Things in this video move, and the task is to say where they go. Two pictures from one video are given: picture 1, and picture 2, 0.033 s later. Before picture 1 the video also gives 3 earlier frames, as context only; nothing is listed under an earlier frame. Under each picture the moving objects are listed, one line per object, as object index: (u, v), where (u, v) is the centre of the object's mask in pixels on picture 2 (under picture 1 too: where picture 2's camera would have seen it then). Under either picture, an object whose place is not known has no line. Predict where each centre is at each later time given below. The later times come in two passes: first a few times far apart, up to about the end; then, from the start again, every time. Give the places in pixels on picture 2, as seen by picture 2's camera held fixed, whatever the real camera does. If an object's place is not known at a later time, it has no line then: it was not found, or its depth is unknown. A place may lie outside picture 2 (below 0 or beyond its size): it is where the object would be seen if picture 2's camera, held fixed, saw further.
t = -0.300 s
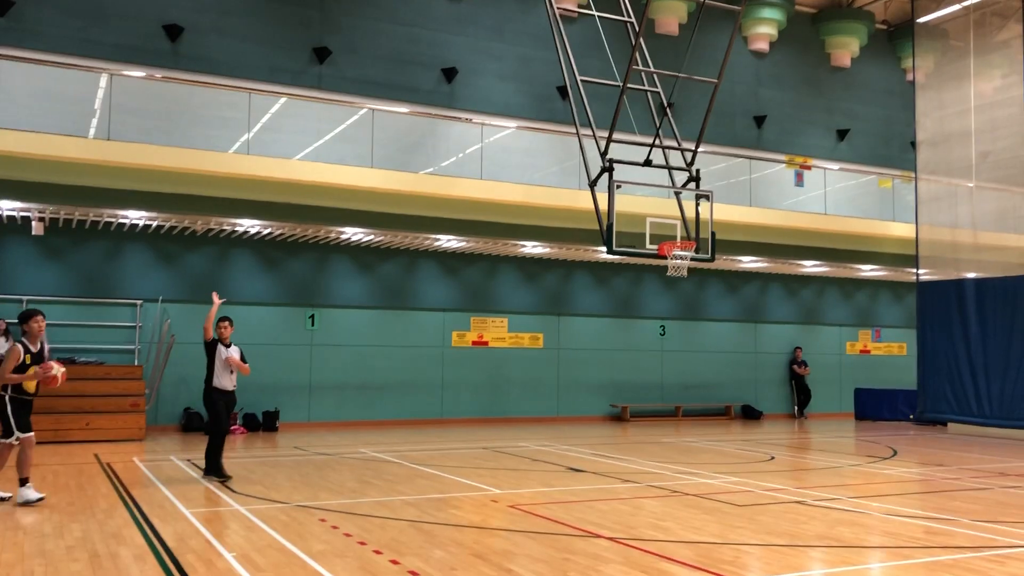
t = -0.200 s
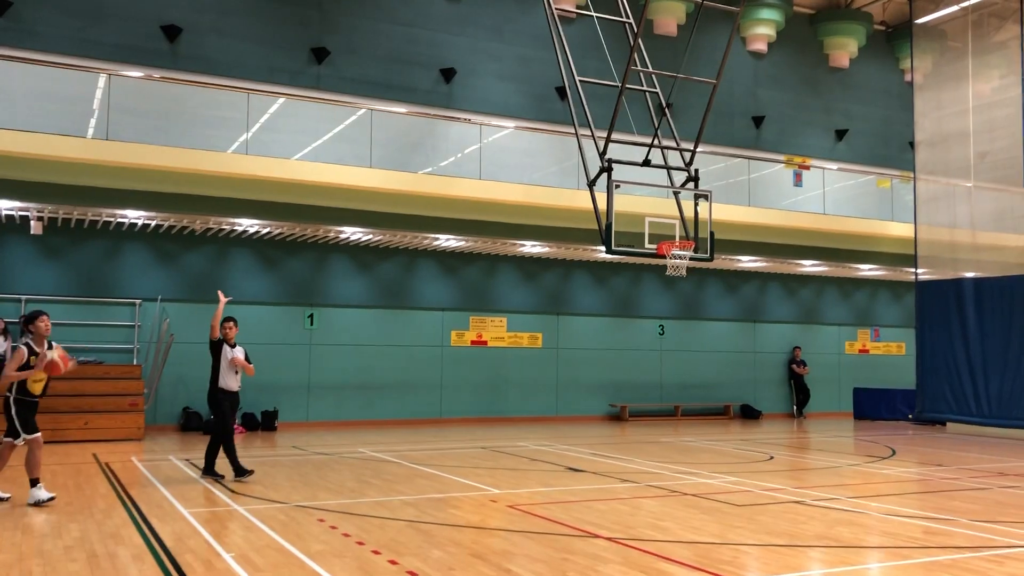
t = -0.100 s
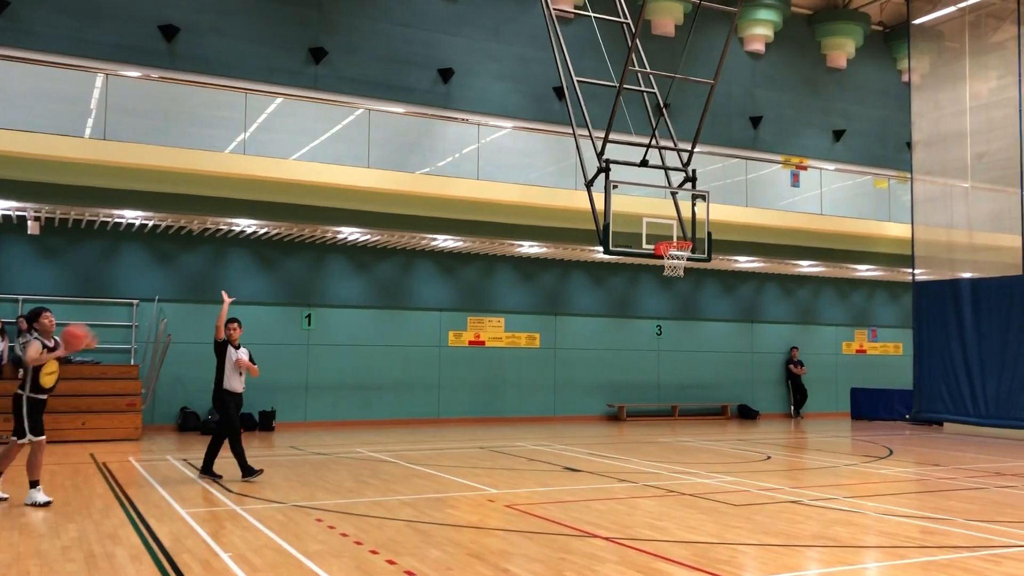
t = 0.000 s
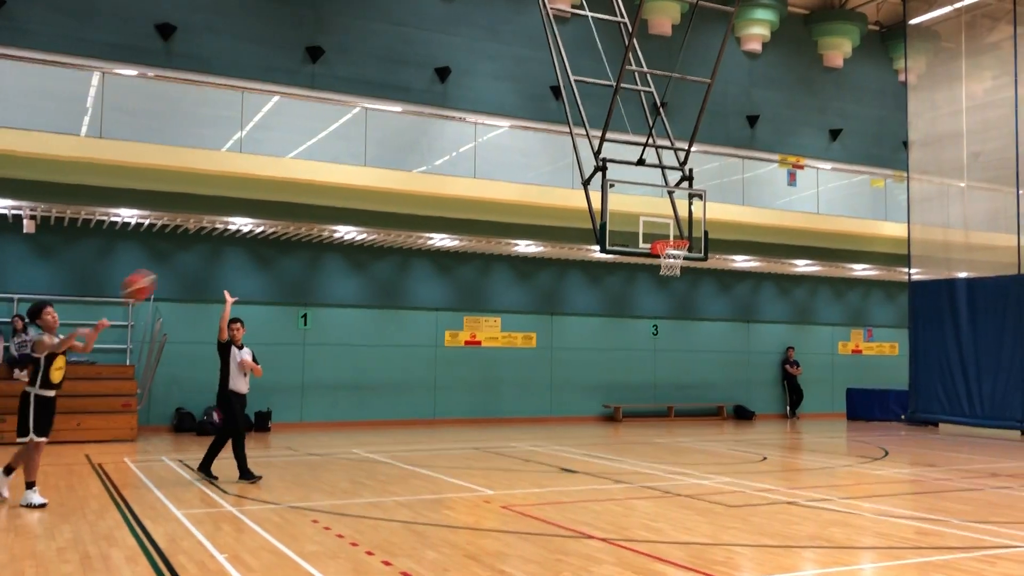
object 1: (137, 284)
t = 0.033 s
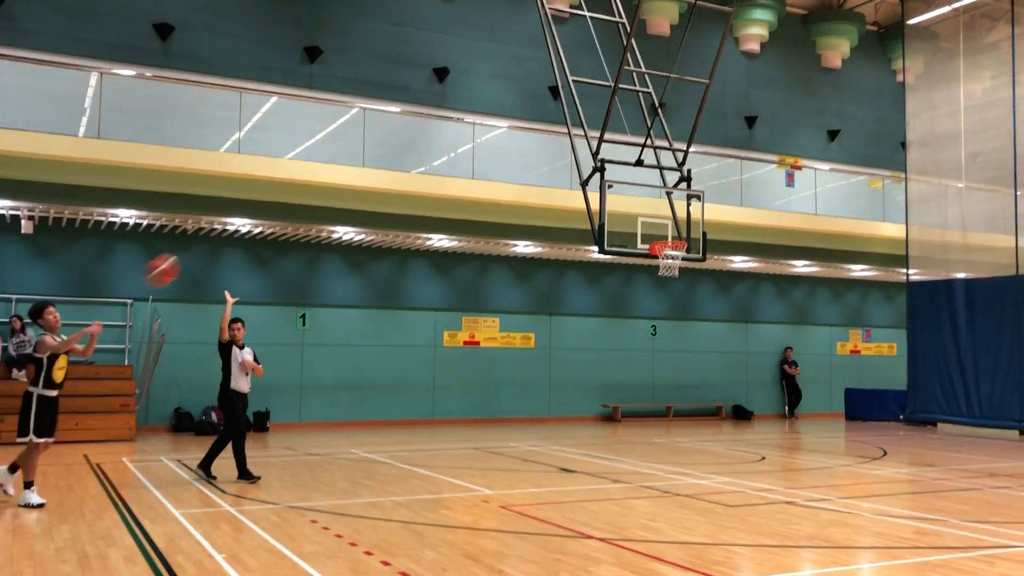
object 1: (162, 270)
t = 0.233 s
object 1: (328, 195)
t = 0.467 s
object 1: (569, 153)
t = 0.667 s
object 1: (840, 177)
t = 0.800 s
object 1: (1073, 239)
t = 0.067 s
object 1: (188, 255)
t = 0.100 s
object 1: (214, 242)
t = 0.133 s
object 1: (242, 229)
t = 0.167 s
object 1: (271, 215)
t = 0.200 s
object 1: (300, 205)
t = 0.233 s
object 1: (328, 195)
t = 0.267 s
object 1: (359, 186)
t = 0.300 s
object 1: (393, 175)
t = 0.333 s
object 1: (424, 168)
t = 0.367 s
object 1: (459, 163)
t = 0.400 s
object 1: (495, 158)
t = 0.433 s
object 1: (532, 155)
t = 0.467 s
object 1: (569, 153)
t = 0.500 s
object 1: (610, 153)
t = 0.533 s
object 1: (653, 154)
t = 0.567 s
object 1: (696, 156)
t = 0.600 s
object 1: (741, 160)
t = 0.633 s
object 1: (788, 167)
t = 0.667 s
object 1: (840, 177)
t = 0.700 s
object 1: (892, 189)
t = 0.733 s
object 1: (949, 203)
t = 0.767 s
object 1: (1008, 219)
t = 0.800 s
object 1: (1073, 239)
